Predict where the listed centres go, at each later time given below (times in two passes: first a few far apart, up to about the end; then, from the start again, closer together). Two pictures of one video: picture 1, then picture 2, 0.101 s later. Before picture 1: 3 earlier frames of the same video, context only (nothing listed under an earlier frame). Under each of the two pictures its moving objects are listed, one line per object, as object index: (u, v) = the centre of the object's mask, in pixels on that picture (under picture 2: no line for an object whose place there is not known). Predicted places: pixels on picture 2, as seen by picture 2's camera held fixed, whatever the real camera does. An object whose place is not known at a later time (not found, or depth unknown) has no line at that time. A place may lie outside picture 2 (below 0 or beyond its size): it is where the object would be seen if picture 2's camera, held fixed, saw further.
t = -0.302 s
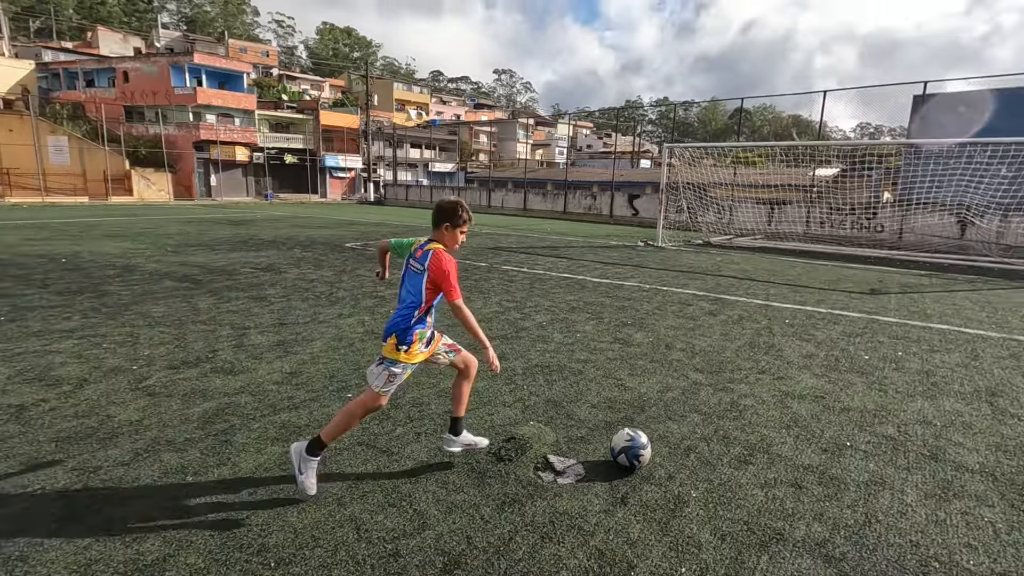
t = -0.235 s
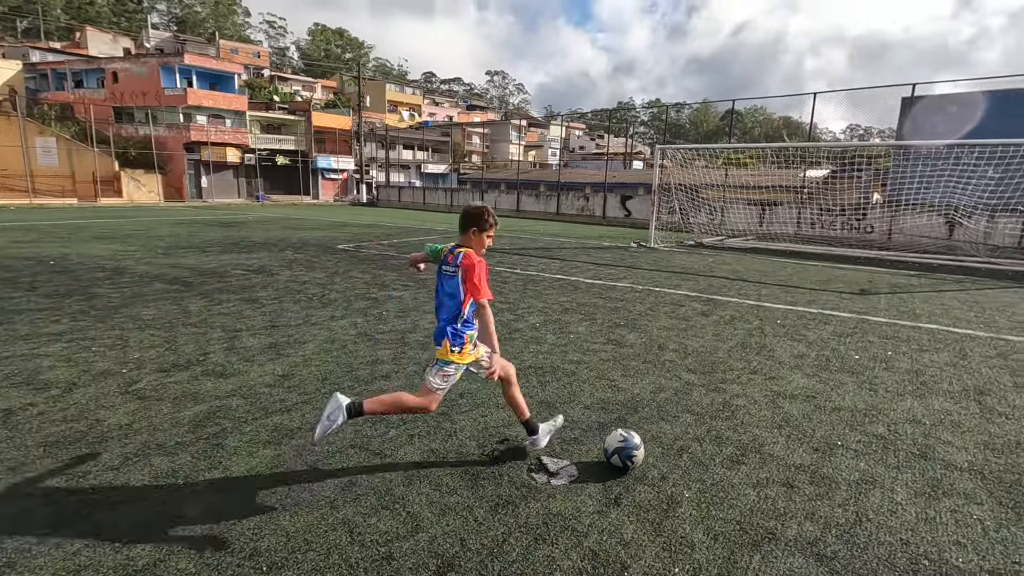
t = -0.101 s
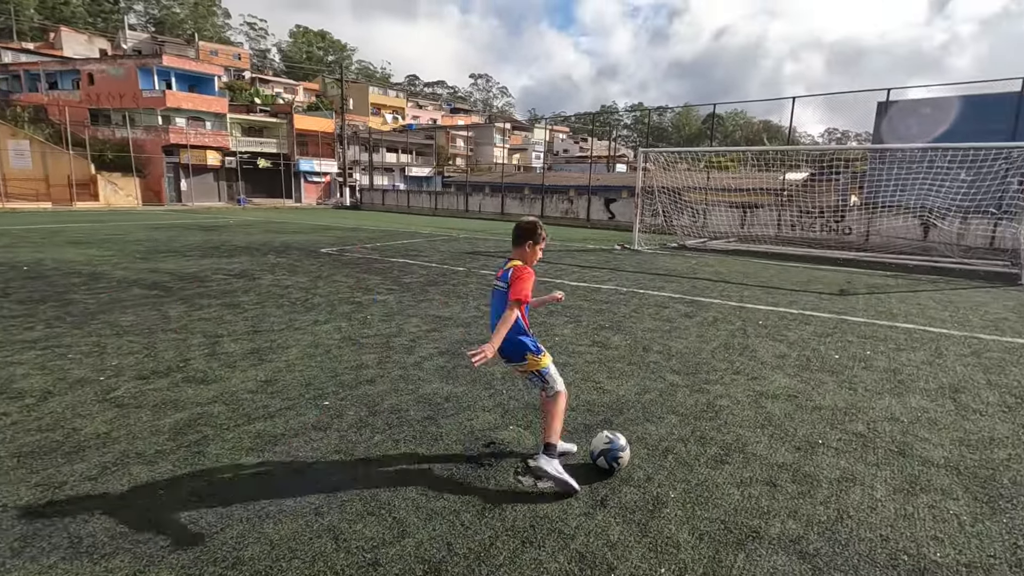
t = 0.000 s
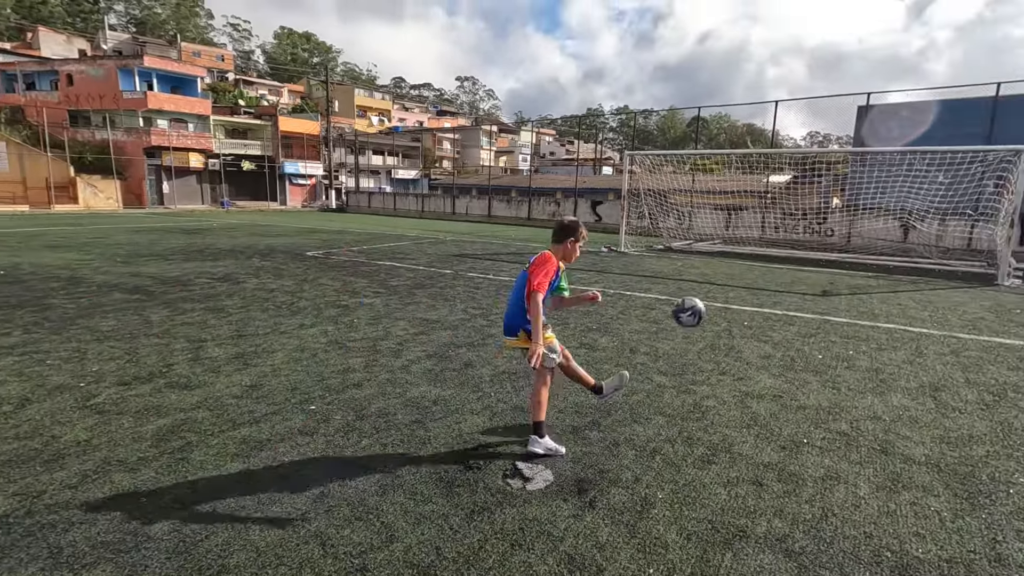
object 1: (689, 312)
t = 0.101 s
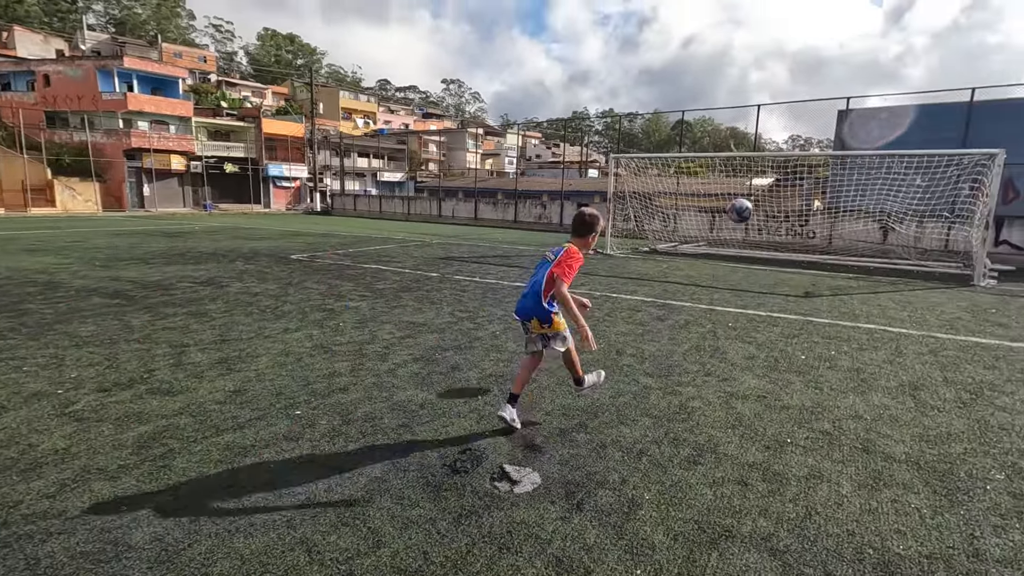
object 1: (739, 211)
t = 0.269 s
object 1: (796, 130)
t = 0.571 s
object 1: (837, 97)
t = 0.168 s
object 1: (768, 169)
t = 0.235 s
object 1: (788, 141)
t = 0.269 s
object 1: (796, 130)
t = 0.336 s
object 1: (810, 114)
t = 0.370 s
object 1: (816, 108)
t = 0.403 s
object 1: (820, 104)
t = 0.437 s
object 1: (825, 101)
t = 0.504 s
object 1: (832, 97)
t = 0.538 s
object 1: (835, 97)
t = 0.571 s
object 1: (837, 97)
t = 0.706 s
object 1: (845, 103)
